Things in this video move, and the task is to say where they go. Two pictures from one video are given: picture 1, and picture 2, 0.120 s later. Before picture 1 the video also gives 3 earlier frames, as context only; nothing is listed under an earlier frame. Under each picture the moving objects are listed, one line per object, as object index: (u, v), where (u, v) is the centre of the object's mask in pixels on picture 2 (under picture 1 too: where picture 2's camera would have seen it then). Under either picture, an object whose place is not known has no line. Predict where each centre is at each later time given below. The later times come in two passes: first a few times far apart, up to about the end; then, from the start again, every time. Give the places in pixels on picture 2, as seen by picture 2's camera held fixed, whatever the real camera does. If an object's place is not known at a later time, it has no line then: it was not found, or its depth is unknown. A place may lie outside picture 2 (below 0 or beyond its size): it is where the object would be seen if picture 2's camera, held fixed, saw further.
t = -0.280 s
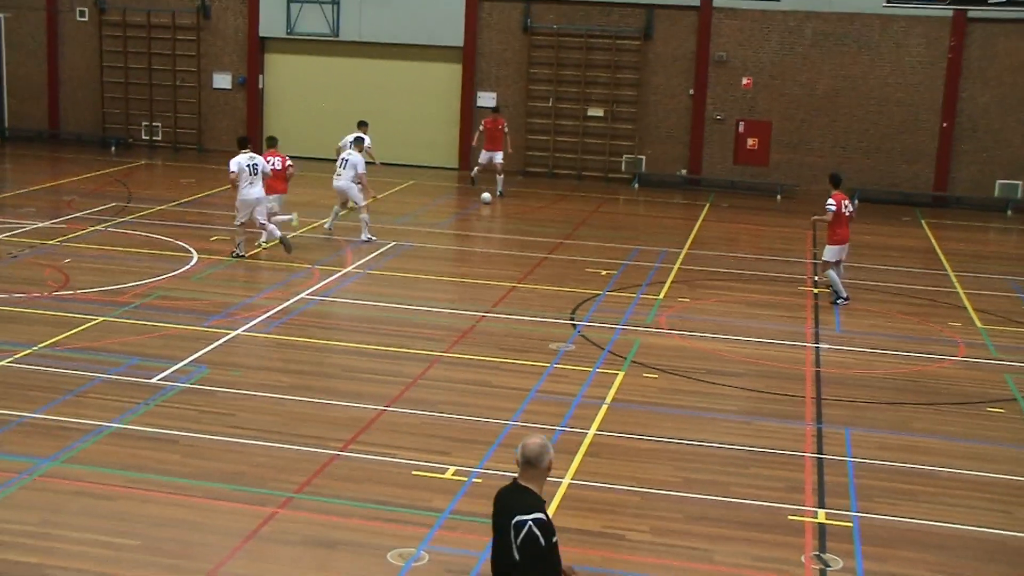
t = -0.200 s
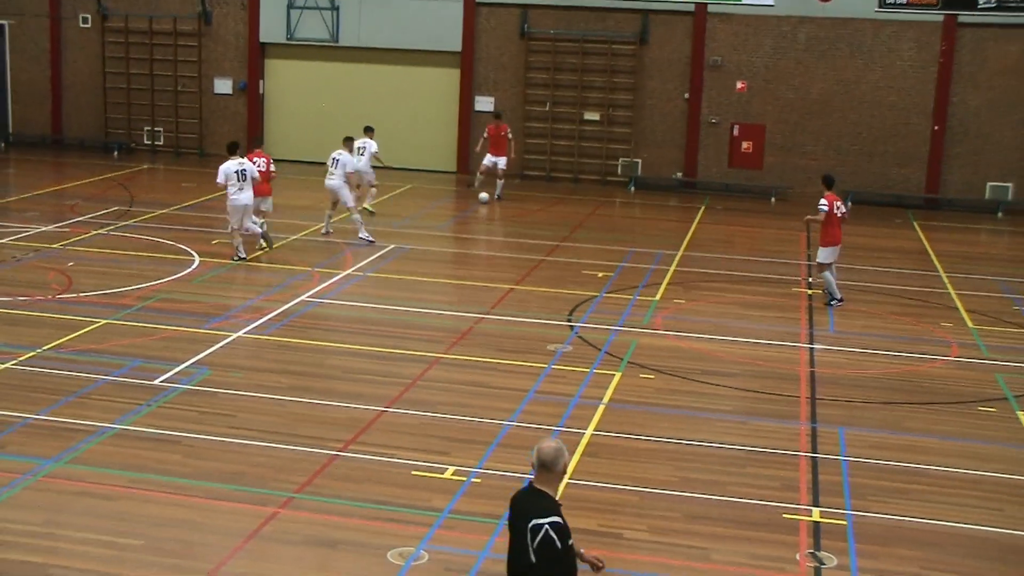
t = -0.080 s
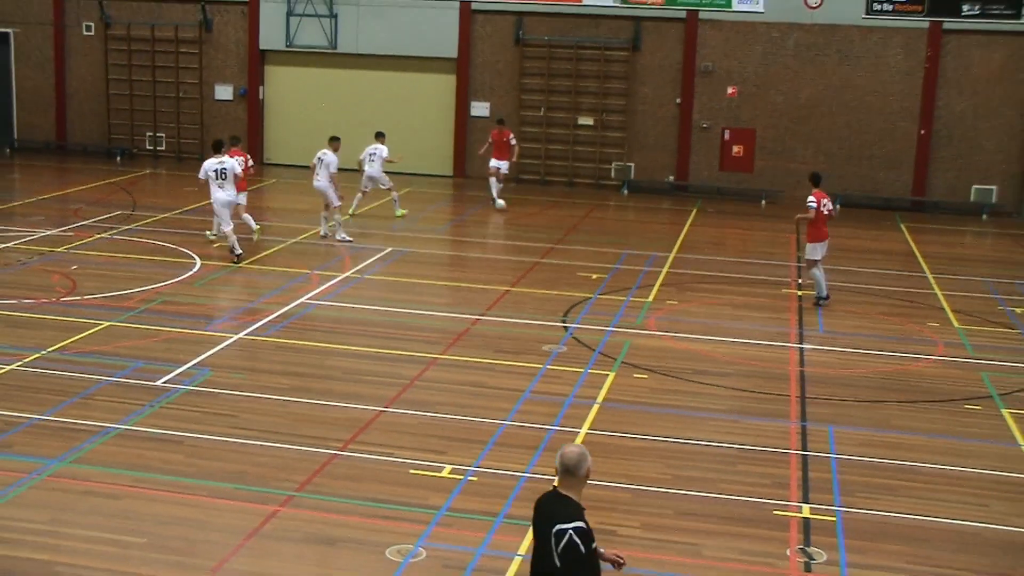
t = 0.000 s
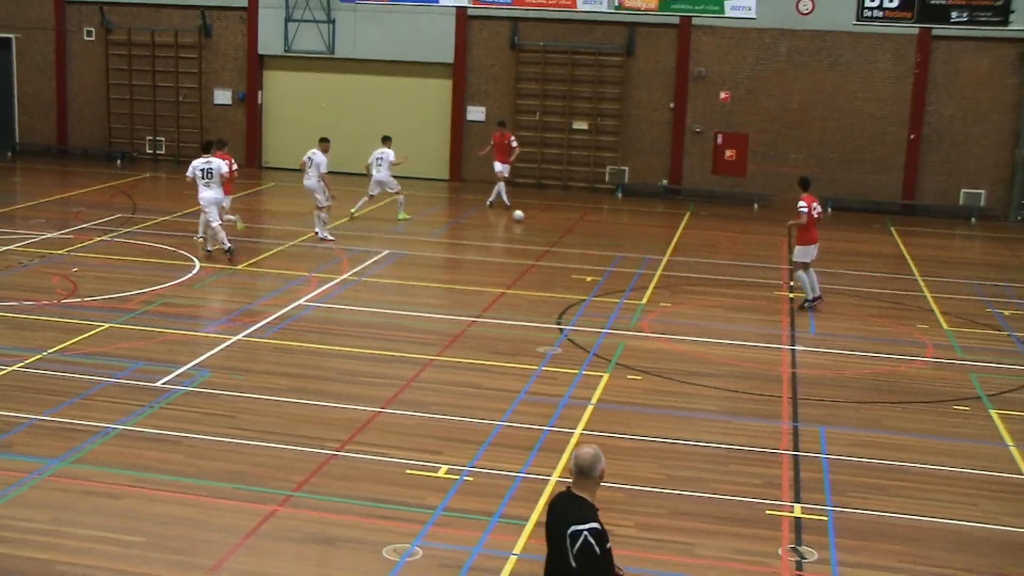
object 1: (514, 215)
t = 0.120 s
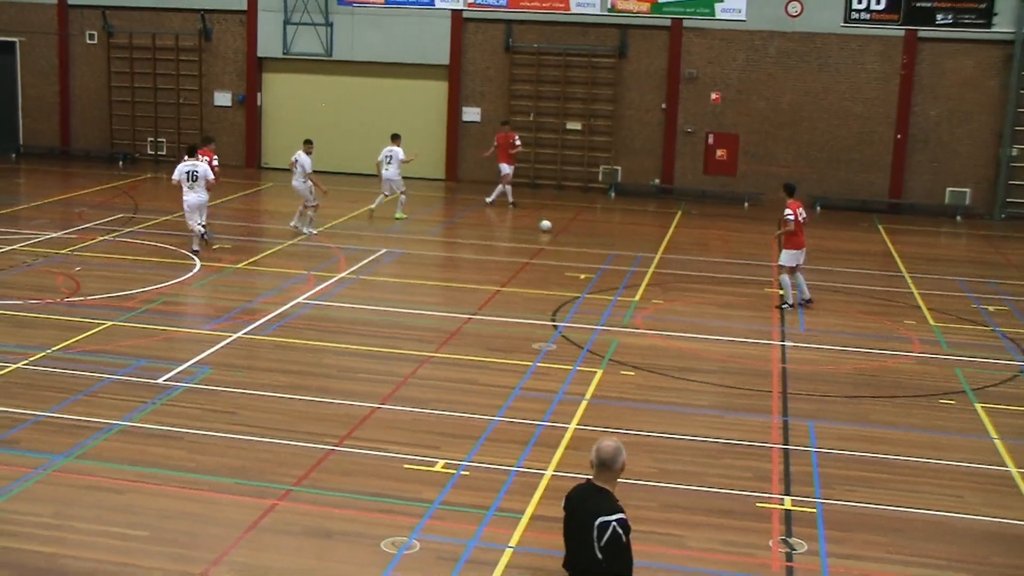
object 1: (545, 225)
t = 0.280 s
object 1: (587, 239)
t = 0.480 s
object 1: (642, 256)
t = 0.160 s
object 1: (556, 228)
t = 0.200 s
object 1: (566, 232)
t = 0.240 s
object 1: (577, 236)
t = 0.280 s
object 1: (587, 239)
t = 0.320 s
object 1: (598, 242)
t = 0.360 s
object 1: (609, 246)
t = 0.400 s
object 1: (620, 249)
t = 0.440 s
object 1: (631, 252)
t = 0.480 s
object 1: (642, 256)
